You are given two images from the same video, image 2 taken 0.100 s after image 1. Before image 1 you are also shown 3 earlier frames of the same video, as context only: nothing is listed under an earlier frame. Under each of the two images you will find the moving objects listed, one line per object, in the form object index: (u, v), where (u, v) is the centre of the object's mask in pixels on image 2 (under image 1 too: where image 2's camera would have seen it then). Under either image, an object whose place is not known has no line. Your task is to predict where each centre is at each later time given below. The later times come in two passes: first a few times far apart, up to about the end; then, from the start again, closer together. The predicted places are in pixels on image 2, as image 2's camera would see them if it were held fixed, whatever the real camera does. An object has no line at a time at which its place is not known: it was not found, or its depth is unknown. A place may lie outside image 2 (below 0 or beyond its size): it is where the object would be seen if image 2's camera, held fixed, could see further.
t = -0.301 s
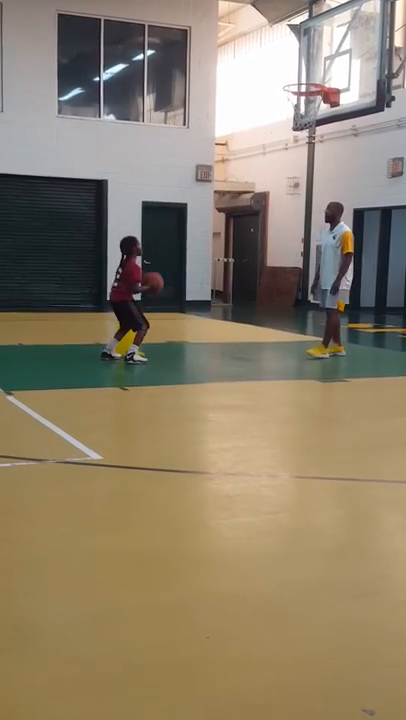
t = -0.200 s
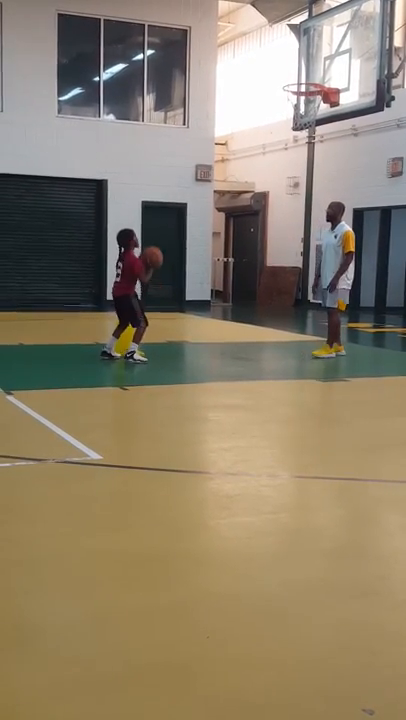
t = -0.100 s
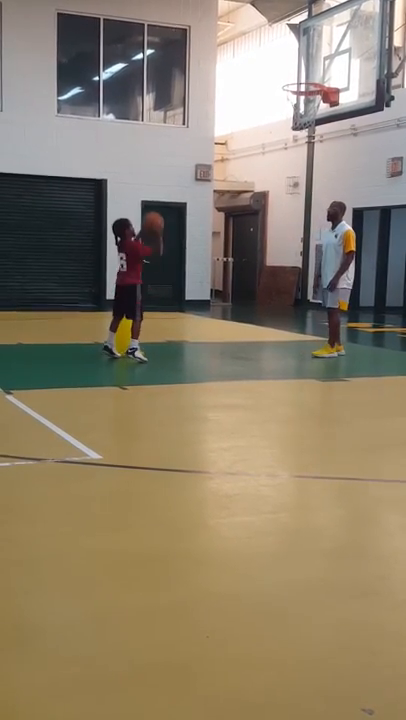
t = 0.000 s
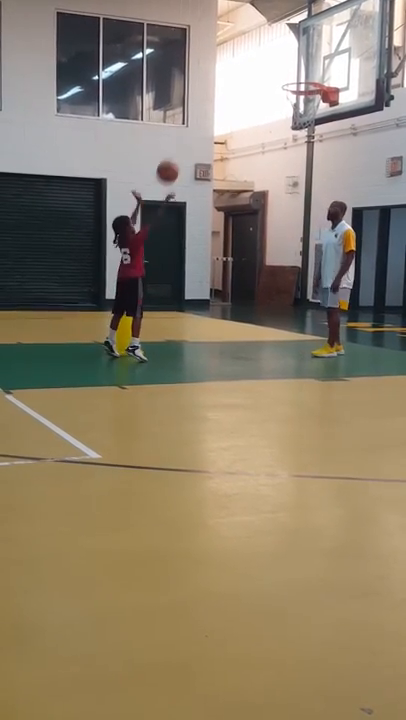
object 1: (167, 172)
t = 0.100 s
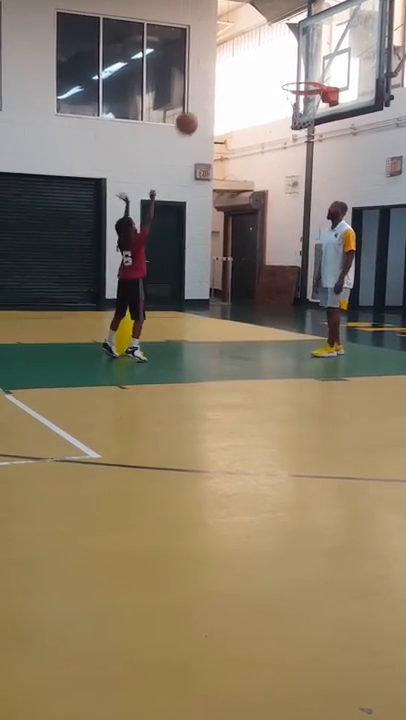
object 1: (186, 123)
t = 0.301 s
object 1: (223, 55)
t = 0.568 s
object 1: (269, 26)
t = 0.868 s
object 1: (316, 70)
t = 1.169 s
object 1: (314, 57)
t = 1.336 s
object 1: (308, 75)
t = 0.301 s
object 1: (223, 55)
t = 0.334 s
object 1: (228, 48)
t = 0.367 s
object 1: (235, 41)
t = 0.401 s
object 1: (241, 36)
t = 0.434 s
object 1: (247, 32)
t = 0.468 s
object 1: (252, 29)
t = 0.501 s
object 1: (259, 27)
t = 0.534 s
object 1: (264, 26)
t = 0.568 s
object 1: (269, 26)
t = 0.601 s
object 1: (275, 26)
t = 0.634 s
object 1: (280, 29)
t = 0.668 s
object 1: (286, 32)
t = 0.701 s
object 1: (292, 35)
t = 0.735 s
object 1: (296, 42)
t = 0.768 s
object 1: (302, 48)
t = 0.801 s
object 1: (306, 54)
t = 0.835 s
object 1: (312, 62)
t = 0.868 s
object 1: (316, 70)
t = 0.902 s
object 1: (321, 76)
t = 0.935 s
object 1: (322, 72)
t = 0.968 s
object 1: (321, 66)
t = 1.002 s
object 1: (320, 62)
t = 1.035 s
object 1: (319, 59)
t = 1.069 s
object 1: (318, 57)
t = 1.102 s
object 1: (317, 56)
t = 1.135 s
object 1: (315, 56)
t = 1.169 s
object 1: (314, 57)
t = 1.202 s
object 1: (313, 59)
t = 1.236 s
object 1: (312, 61)
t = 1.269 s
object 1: (311, 66)
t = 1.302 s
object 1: (309, 70)
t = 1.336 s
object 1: (308, 75)
